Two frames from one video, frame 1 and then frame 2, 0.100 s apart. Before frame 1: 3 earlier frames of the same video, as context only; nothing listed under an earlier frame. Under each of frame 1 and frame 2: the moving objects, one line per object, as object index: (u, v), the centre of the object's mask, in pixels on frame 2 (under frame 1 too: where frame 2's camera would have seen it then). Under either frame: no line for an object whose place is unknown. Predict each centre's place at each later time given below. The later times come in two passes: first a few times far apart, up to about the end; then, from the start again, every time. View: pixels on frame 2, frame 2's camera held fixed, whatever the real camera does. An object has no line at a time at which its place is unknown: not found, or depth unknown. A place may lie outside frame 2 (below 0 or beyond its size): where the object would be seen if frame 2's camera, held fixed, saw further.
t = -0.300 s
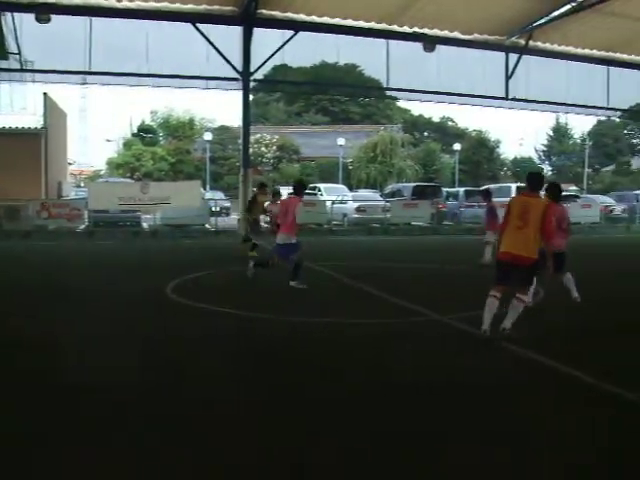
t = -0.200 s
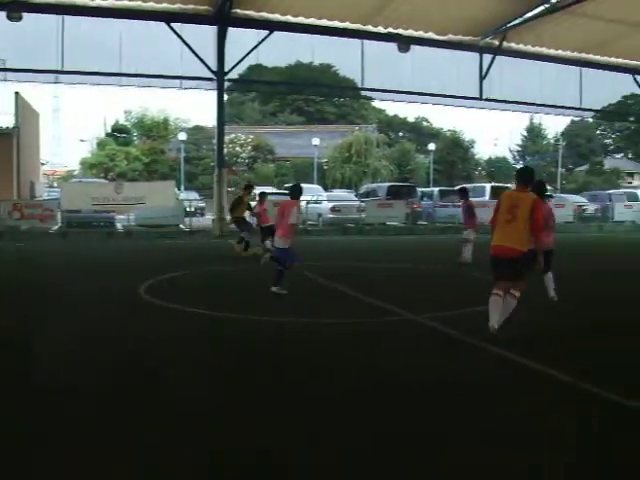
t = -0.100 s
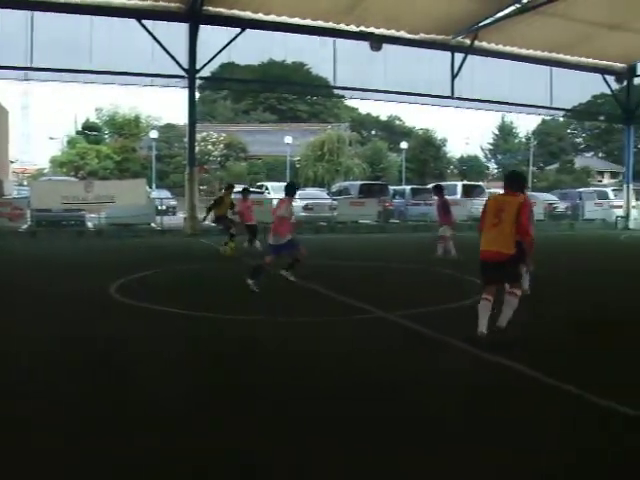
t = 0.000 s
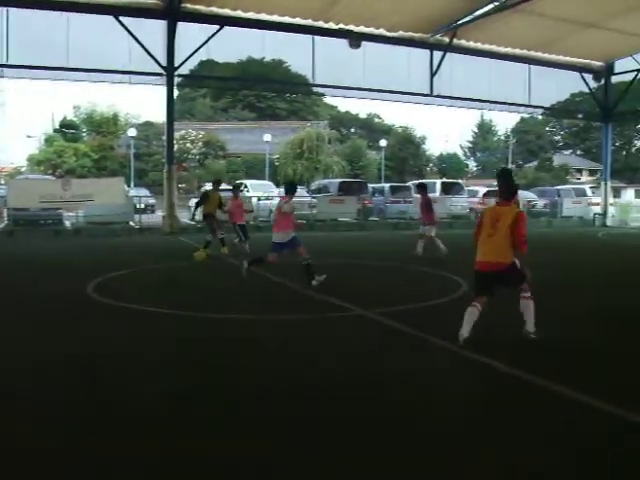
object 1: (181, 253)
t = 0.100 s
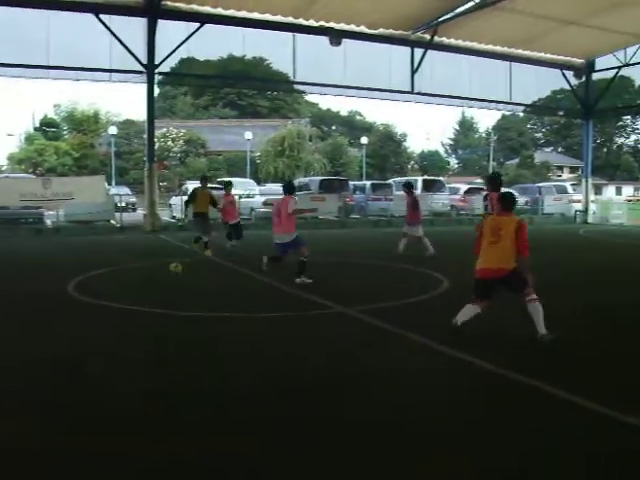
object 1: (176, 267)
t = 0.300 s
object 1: (167, 274)
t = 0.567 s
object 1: (158, 297)
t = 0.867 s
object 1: (143, 324)
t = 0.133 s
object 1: (174, 269)
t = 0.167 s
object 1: (172, 269)
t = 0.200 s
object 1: (172, 269)
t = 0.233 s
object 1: (170, 270)
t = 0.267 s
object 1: (169, 272)
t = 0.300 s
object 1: (167, 274)
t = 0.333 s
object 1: (166, 278)
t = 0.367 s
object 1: (164, 283)
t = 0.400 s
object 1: (164, 287)
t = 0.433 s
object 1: (162, 288)
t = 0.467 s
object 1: (161, 289)
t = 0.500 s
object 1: (160, 291)
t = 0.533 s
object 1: (159, 294)
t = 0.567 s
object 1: (158, 297)
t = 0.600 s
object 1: (157, 300)
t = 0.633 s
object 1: (155, 302)
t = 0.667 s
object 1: (153, 305)
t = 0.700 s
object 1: (152, 308)
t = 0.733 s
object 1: (151, 310)
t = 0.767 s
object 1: (149, 314)
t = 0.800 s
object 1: (146, 317)
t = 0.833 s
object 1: (145, 319)
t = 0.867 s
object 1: (143, 324)
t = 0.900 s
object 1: (141, 328)
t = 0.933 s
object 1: (139, 330)
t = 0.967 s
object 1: (138, 333)
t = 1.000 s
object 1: (135, 337)
